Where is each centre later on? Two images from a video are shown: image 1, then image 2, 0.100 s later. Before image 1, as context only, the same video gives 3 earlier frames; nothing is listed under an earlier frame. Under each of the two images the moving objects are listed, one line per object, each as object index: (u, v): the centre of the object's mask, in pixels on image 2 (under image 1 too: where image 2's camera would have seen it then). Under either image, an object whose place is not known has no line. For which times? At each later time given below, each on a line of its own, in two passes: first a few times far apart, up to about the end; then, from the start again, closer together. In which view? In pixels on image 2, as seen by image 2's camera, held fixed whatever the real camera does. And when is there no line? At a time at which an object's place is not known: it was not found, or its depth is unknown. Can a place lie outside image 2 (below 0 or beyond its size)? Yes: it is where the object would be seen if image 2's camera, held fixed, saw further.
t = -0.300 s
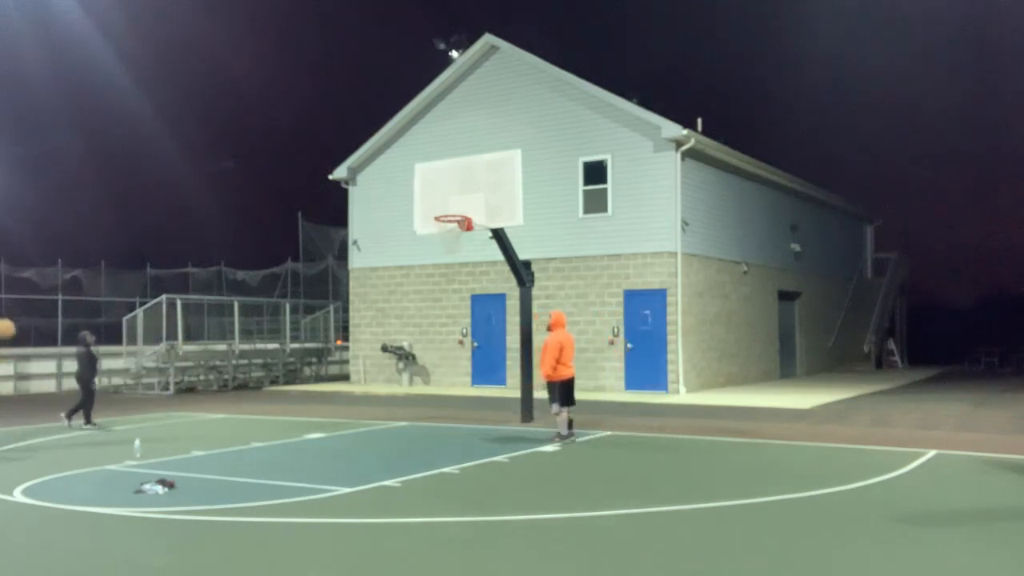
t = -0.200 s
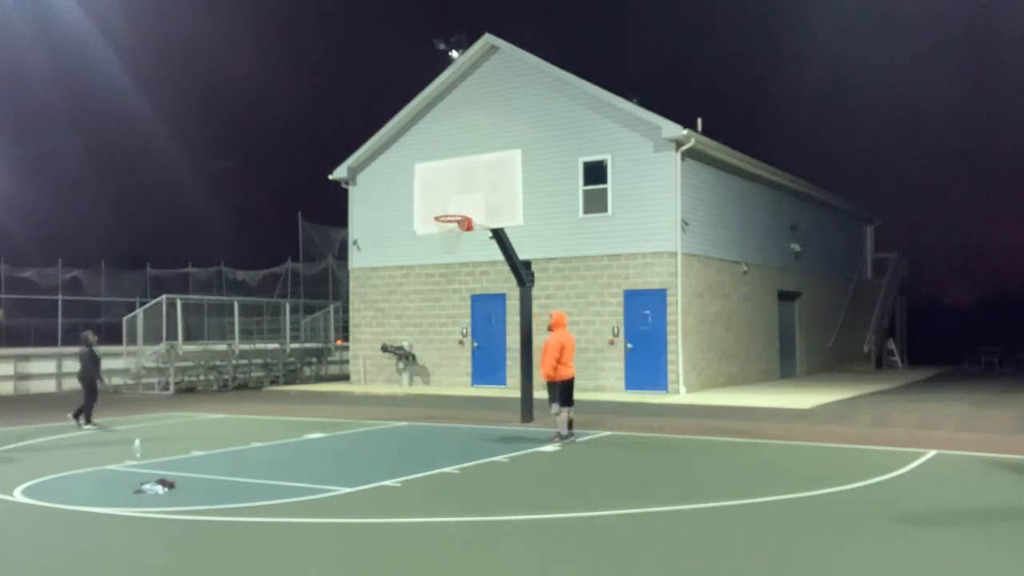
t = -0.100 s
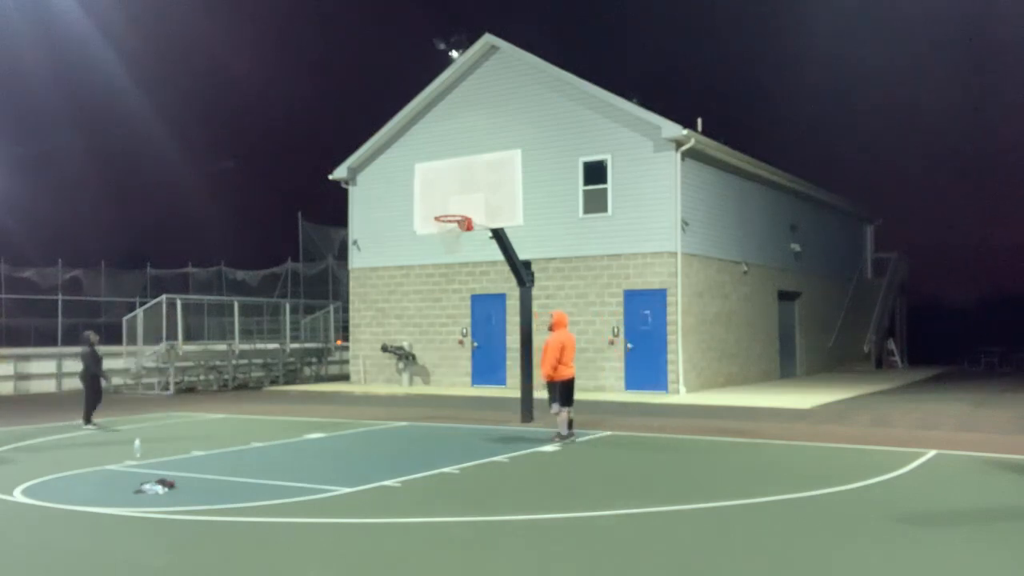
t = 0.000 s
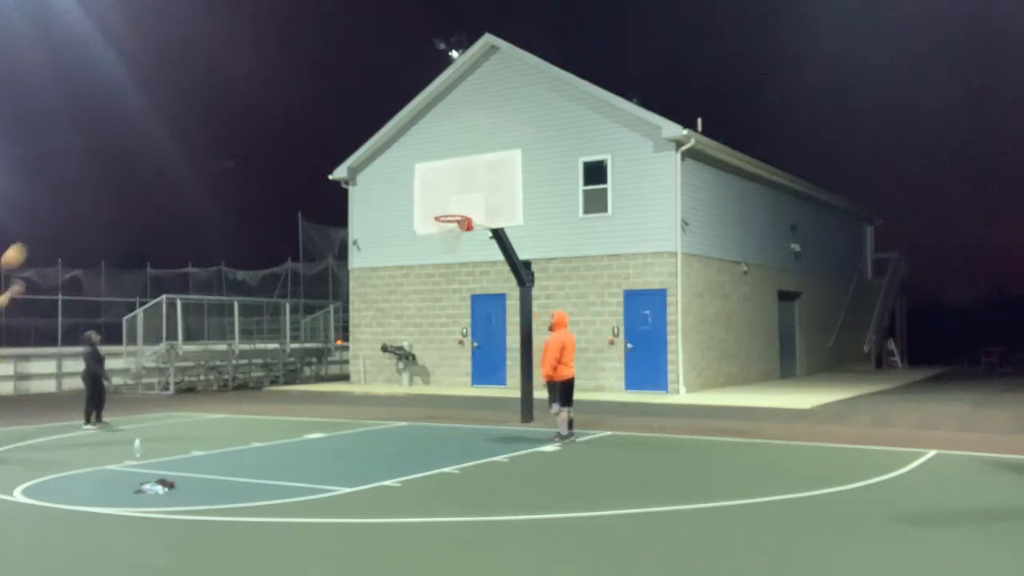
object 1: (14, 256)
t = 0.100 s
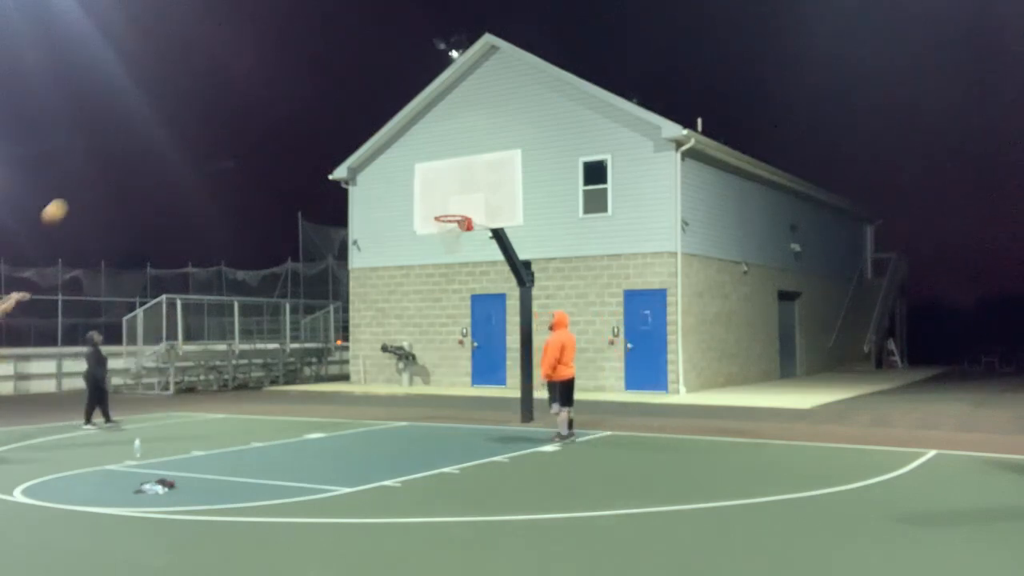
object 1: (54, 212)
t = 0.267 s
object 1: (120, 155)
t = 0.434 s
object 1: (184, 120)
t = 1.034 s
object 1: (401, 160)
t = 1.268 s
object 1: (465, 200)
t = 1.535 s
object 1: (475, 190)
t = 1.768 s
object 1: (468, 218)
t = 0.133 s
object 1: (68, 199)
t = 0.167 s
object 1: (81, 186)
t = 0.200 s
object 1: (94, 175)
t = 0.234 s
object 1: (107, 164)
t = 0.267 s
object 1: (120, 155)
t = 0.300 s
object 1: (133, 146)
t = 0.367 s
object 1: (159, 131)
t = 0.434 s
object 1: (184, 120)
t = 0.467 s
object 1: (197, 115)
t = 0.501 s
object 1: (210, 111)
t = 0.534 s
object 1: (222, 108)
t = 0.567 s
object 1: (234, 106)
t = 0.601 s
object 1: (247, 105)
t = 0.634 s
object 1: (259, 105)
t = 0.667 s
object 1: (271, 105)
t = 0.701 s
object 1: (283, 106)
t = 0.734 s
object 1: (295, 108)
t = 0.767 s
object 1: (307, 111)
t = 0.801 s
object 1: (319, 114)
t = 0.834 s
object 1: (331, 118)
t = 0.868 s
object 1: (343, 123)
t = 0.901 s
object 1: (354, 129)
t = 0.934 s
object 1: (364, 134)
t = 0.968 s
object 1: (377, 142)
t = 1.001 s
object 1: (389, 150)
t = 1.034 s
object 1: (401, 160)
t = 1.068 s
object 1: (412, 169)
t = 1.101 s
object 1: (424, 179)
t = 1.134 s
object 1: (435, 189)
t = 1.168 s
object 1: (446, 200)
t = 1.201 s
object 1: (455, 208)
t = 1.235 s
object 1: (460, 203)
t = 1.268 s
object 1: (465, 200)
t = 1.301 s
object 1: (470, 197)
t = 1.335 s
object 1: (476, 196)
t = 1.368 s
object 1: (480, 195)
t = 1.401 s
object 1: (480, 193)
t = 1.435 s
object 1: (479, 191)
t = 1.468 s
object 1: (478, 190)
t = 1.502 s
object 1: (476, 190)
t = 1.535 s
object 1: (475, 190)
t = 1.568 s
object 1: (474, 192)
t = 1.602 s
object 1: (473, 194)
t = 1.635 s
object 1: (472, 197)
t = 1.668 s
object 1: (471, 201)
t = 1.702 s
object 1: (470, 206)
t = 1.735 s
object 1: (469, 211)
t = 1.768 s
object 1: (468, 218)
